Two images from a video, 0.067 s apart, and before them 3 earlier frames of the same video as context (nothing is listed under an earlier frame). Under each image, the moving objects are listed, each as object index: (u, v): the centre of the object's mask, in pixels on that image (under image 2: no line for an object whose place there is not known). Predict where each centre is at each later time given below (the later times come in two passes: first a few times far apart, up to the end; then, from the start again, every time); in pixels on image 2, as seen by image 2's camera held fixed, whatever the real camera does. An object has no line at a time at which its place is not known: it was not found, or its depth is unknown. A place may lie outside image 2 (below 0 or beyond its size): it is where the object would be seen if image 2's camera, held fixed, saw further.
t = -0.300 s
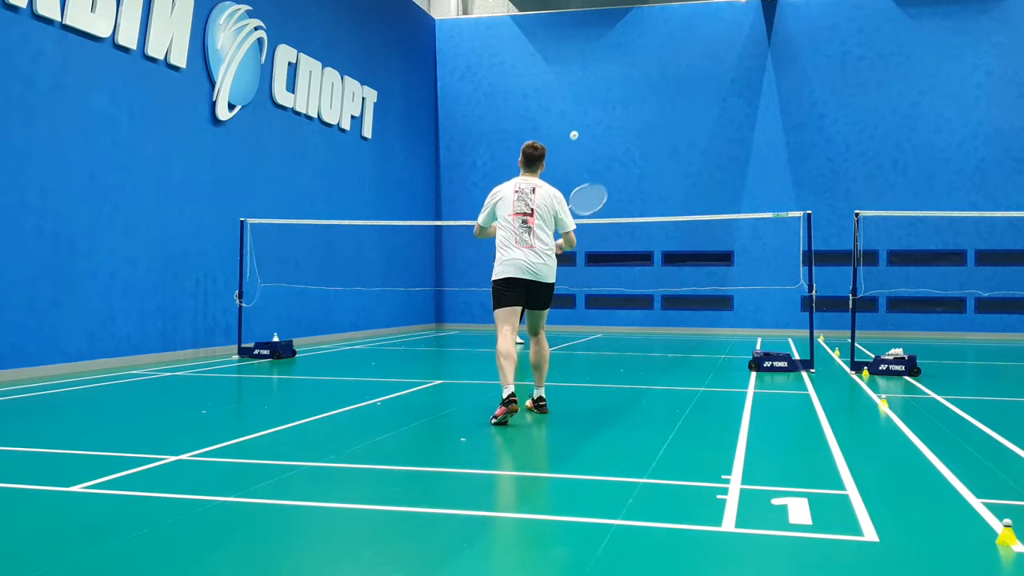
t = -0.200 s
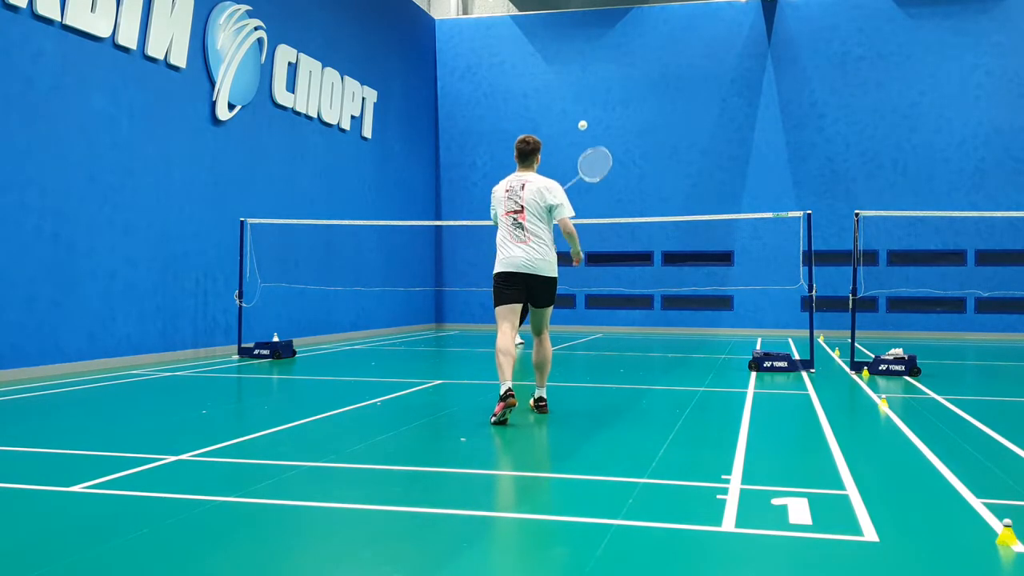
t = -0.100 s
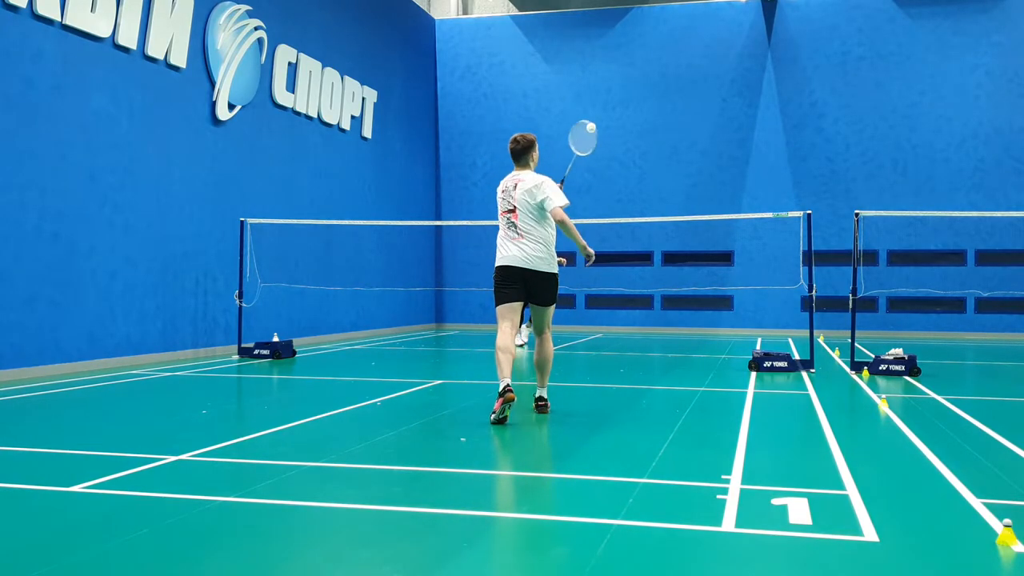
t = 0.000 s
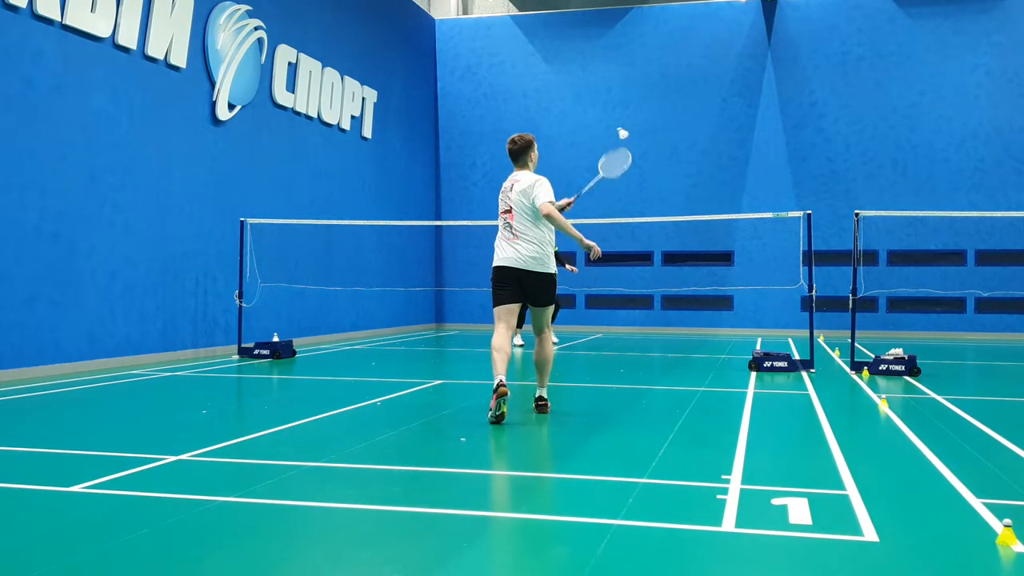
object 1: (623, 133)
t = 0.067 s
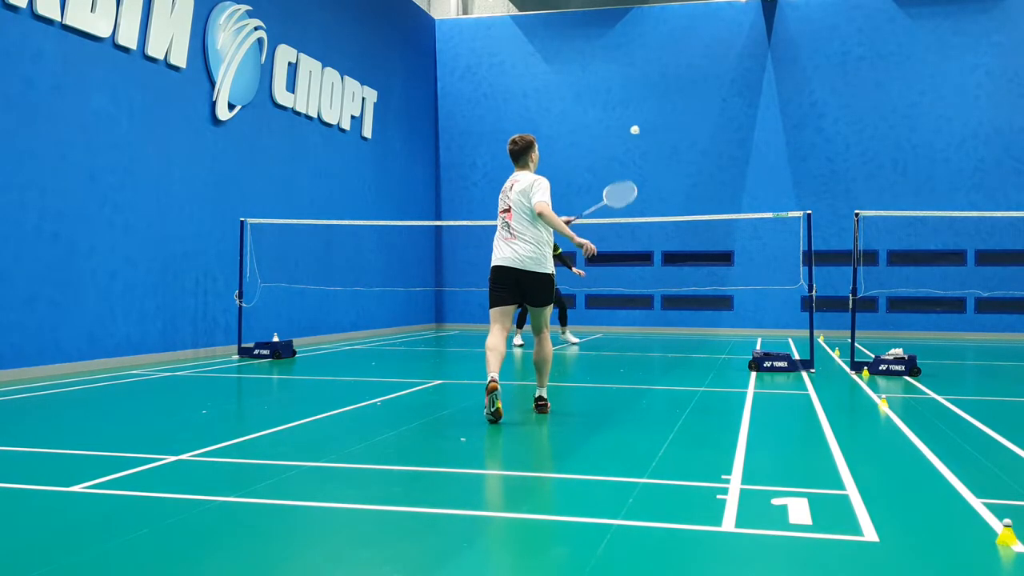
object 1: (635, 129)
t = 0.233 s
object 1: (663, 153)
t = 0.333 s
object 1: (674, 172)
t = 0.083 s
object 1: (639, 132)
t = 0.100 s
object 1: (643, 134)
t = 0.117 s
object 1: (647, 137)
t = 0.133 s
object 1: (650, 139)
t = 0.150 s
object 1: (652, 141)
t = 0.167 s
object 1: (655, 143)
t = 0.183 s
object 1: (657, 145)
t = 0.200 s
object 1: (659, 148)
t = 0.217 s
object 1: (661, 150)
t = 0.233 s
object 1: (663, 153)
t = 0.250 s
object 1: (665, 155)
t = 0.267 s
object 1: (665, 158)
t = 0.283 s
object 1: (668, 162)
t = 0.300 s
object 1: (670, 165)
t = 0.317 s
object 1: (672, 168)
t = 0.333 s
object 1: (674, 172)
